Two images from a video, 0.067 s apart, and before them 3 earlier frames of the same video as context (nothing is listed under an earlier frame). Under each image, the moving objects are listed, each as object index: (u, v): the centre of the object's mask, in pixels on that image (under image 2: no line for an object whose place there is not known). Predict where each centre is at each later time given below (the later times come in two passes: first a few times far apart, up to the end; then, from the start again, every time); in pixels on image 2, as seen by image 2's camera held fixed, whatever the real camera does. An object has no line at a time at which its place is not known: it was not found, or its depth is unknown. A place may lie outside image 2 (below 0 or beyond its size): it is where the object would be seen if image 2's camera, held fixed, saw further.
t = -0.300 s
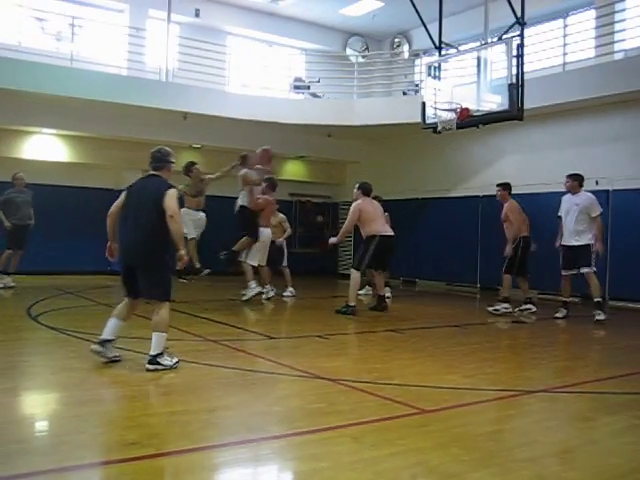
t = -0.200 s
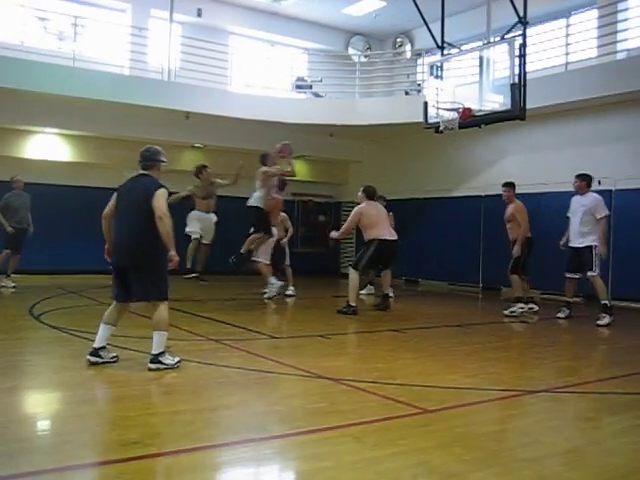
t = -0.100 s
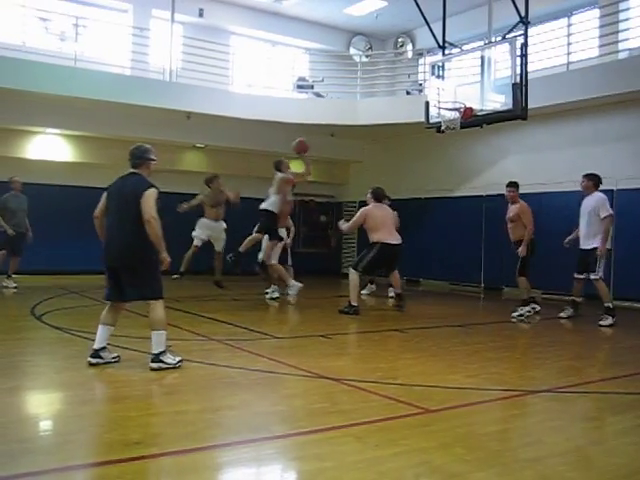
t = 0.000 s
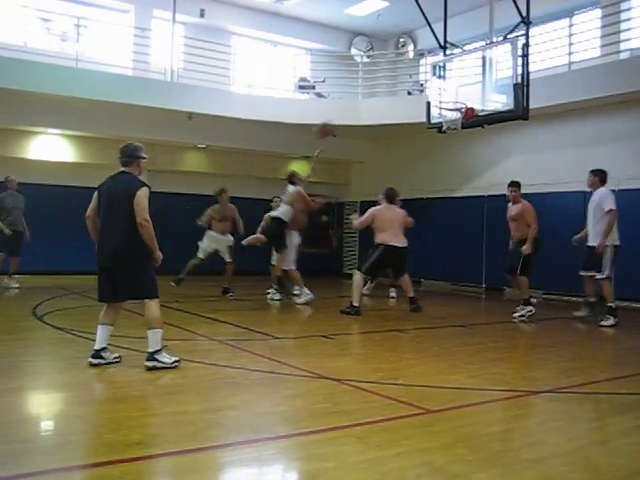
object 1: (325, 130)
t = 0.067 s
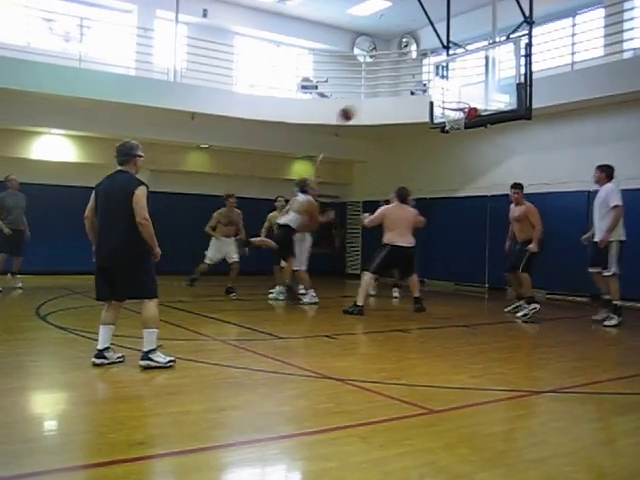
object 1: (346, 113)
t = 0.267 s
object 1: (400, 88)
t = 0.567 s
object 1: (476, 97)
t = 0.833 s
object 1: (492, 88)
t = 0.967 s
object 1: (502, 98)
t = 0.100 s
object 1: (356, 107)
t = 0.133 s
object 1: (364, 103)
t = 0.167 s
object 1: (373, 98)
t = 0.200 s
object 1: (383, 94)
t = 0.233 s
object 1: (391, 90)
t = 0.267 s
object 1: (400, 88)
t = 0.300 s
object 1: (409, 87)
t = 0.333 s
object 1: (418, 86)
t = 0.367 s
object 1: (425, 86)
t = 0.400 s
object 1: (434, 85)
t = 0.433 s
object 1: (443, 87)
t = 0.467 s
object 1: (451, 88)
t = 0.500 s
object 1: (461, 91)
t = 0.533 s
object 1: (468, 94)
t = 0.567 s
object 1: (476, 97)
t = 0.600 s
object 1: (476, 98)
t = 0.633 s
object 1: (478, 95)
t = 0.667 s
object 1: (480, 92)
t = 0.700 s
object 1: (482, 90)
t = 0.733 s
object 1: (485, 89)
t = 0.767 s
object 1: (487, 88)
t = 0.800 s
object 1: (490, 88)
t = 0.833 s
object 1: (492, 88)
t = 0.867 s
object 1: (494, 89)
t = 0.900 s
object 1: (497, 92)
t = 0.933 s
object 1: (499, 94)
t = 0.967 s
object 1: (502, 98)
